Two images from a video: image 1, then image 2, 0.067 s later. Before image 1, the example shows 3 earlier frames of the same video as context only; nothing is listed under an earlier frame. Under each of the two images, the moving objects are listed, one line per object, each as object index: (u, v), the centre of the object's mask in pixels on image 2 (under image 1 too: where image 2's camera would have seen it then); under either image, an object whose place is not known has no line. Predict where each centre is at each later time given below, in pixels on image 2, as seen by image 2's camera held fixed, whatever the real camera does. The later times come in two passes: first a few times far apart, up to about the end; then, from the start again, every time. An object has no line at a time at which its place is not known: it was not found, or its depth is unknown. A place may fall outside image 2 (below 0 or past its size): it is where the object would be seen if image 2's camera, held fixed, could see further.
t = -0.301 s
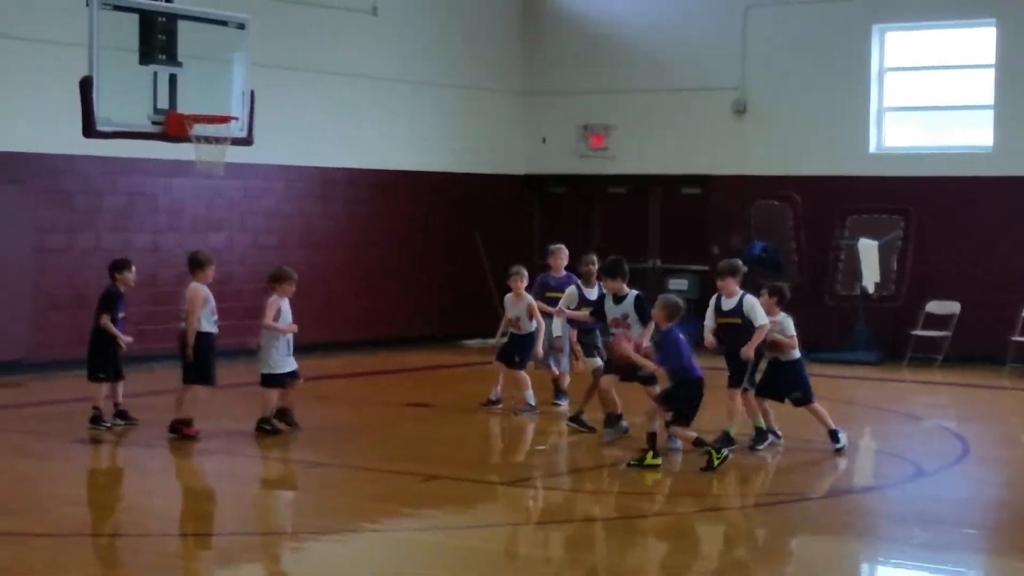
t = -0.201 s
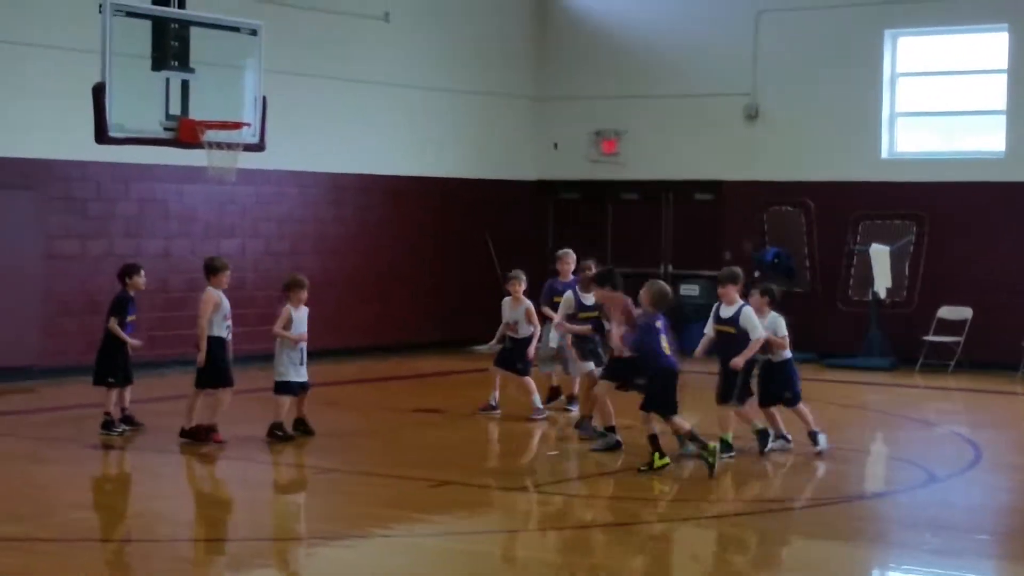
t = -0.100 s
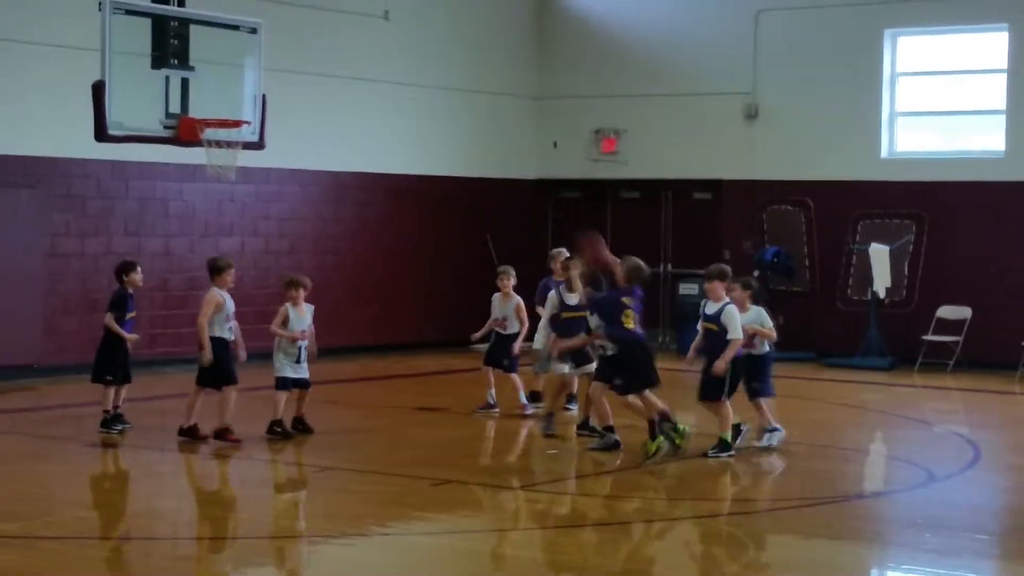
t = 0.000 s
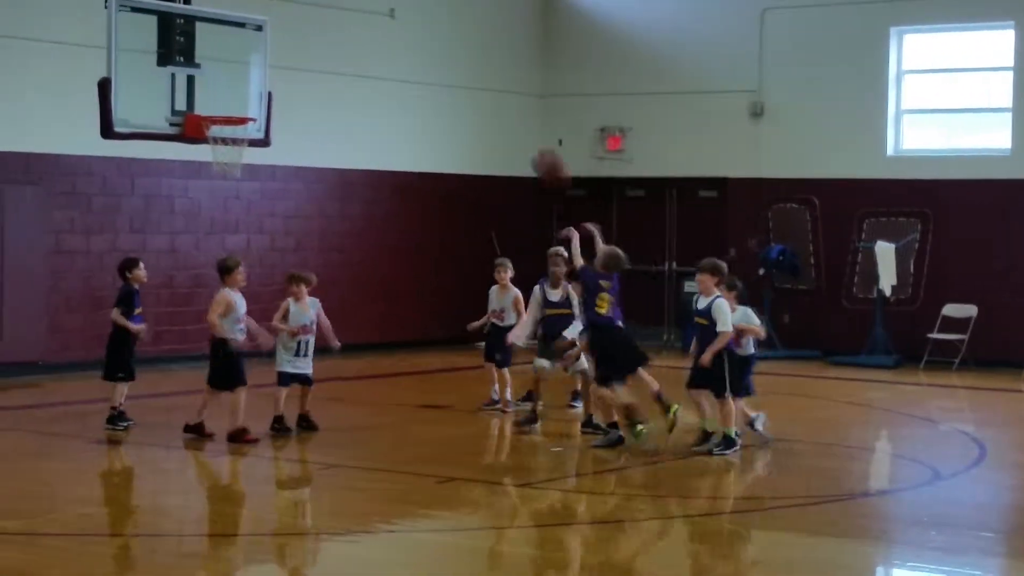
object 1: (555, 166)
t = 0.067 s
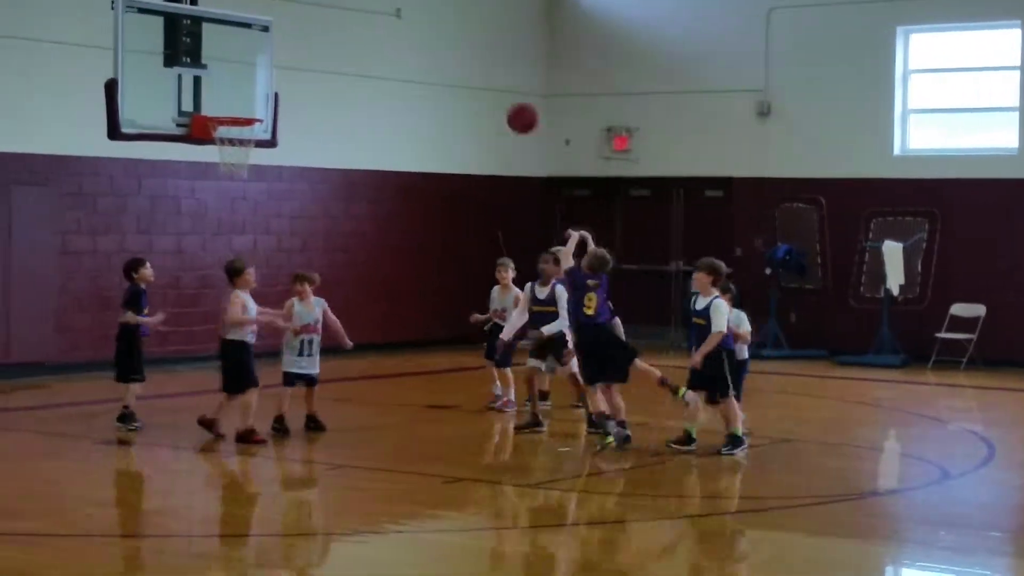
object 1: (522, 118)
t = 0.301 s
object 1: (419, 15)
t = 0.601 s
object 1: (298, -4)
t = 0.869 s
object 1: (200, 74)
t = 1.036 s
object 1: (187, 146)
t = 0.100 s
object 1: (507, 98)
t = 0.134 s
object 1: (493, 80)
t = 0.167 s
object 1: (478, 64)
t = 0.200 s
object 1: (462, 49)
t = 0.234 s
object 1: (448, 36)
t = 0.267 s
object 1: (434, 26)
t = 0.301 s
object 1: (419, 15)
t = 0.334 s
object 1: (405, 7)
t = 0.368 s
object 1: (392, 1)
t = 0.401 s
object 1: (377, -3)
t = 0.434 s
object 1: (364, -6)
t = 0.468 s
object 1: (350, -7)
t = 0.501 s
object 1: (337, -8)
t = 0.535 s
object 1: (324, -7)
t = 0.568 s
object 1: (311, -8)
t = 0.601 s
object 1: (298, -4)
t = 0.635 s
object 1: (285, 1)
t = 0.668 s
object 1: (274, 6)
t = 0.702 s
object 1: (261, 13)
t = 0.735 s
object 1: (248, 23)
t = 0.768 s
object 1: (237, 33)
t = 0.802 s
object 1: (224, 45)
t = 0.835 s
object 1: (212, 58)
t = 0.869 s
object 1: (200, 74)
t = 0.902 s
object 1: (188, 87)
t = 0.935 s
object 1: (176, 103)
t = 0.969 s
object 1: (169, 119)
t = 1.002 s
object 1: (176, 131)
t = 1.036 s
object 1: (187, 146)
